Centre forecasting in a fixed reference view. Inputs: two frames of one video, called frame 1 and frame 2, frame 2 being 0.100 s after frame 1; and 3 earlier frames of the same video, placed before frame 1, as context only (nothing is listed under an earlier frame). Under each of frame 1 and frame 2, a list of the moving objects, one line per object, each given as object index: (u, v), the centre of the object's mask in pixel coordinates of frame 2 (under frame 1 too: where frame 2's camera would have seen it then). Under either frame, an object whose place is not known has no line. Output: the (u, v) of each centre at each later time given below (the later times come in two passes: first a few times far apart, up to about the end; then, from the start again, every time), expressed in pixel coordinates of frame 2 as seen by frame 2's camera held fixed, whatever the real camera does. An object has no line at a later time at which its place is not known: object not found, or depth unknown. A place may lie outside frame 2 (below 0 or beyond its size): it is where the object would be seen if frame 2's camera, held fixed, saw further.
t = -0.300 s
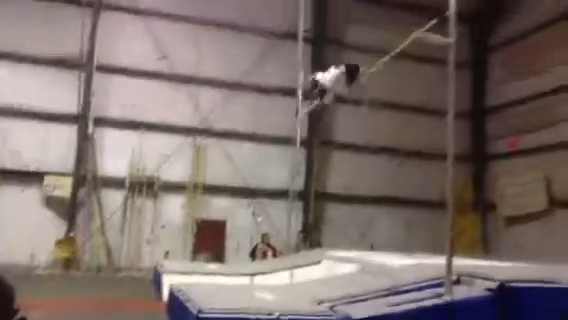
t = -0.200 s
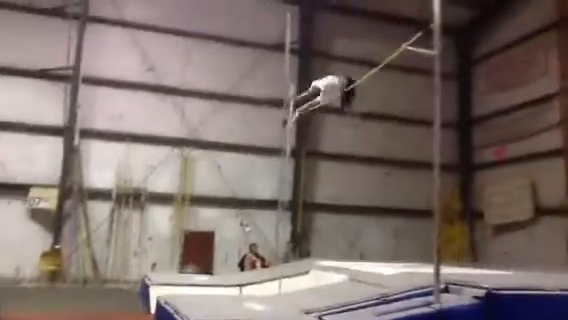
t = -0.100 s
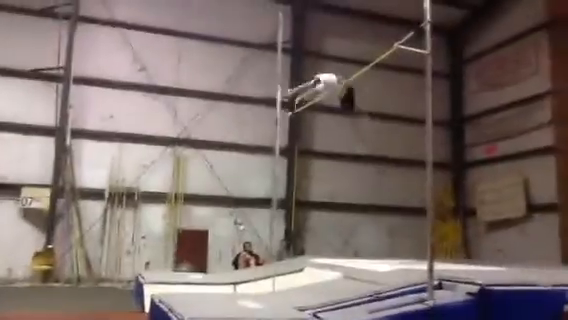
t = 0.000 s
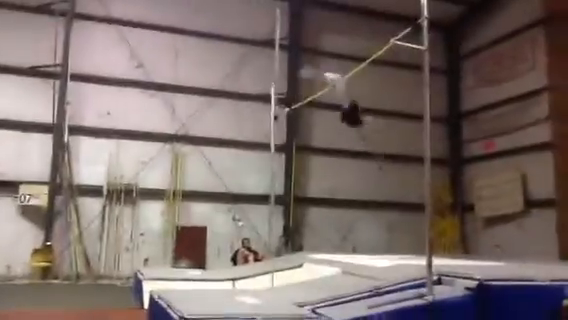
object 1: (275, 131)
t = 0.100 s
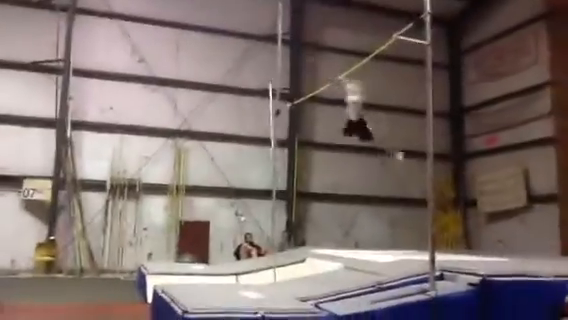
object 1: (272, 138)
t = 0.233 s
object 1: (267, 144)
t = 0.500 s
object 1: (255, 152)
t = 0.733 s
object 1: (241, 174)
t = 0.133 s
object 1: (271, 139)
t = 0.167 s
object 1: (270, 140)
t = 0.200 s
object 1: (268, 140)
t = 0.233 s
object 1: (267, 144)
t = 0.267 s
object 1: (266, 145)
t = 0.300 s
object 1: (265, 146)
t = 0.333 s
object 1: (264, 149)
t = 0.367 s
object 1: (263, 151)
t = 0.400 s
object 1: (262, 153)
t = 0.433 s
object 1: (258, 148)
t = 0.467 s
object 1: (256, 145)
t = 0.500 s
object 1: (255, 152)
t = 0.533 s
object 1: (253, 155)
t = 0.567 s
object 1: (251, 158)
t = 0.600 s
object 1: (249, 159)
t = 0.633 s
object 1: (247, 162)
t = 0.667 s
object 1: (246, 167)
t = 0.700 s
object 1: (244, 172)
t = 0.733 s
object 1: (241, 174)
